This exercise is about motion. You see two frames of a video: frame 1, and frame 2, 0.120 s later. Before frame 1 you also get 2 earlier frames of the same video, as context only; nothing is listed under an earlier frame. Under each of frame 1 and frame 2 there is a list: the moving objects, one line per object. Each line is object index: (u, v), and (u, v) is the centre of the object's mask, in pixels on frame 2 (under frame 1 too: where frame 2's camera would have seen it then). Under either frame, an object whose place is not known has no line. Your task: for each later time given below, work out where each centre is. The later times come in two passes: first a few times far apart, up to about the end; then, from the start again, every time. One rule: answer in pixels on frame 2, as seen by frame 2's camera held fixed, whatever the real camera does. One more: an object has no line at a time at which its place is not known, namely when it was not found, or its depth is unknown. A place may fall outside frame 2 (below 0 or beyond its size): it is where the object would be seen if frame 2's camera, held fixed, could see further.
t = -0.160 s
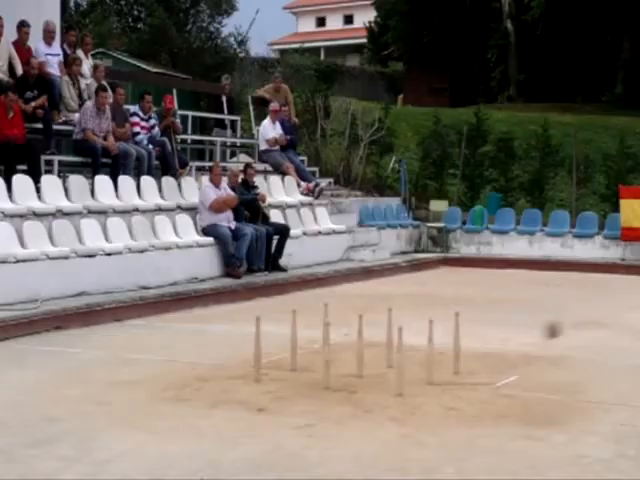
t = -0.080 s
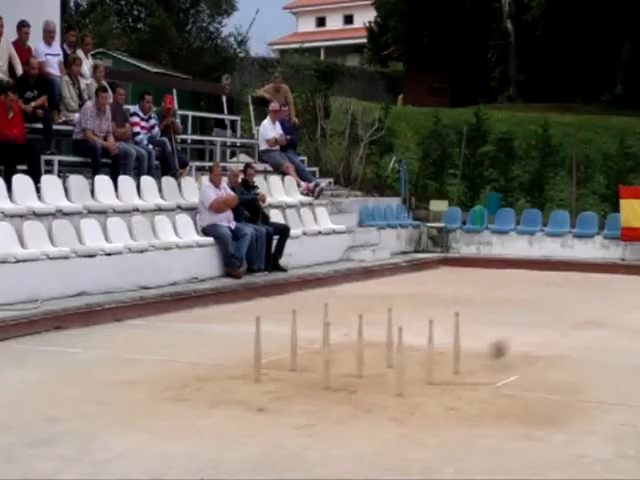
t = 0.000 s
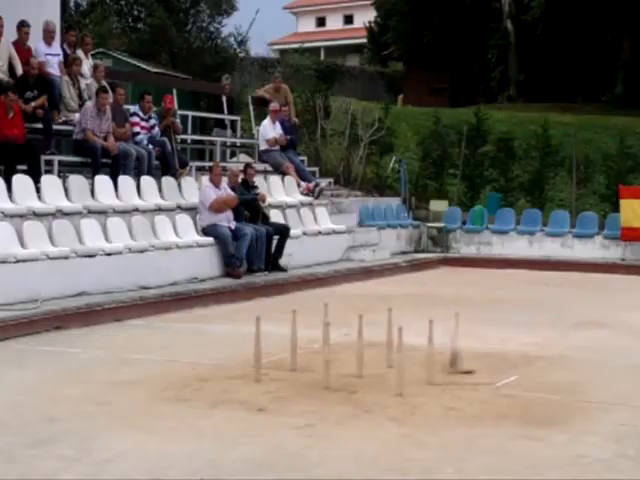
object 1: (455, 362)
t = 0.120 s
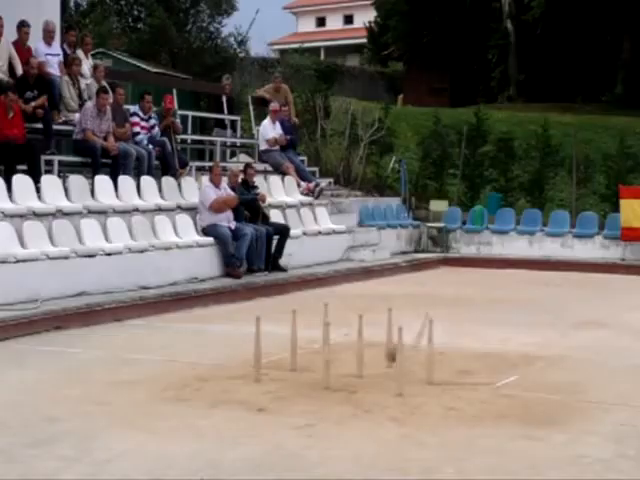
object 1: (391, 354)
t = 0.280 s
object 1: (338, 372)
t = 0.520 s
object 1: (275, 379)
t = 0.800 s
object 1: (199, 390)
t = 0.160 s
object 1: (375, 356)
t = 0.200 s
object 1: (362, 359)
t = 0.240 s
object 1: (350, 363)
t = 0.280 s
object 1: (338, 372)
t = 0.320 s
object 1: (329, 374)
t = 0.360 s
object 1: (316, 376)
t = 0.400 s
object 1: (307, 378)
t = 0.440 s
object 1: (296, 379)
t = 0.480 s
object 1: (285, 379)
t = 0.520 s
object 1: (275, 379)
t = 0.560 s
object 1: (264, 381)
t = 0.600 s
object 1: (254, 382)
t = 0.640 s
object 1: (243, 384)
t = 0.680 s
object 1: (232, 385)
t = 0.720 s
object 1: (221, 387)
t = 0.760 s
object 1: (211, 389)
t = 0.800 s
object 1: (199, 390)
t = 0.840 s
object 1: (188, 391)
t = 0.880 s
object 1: (176, 394)
